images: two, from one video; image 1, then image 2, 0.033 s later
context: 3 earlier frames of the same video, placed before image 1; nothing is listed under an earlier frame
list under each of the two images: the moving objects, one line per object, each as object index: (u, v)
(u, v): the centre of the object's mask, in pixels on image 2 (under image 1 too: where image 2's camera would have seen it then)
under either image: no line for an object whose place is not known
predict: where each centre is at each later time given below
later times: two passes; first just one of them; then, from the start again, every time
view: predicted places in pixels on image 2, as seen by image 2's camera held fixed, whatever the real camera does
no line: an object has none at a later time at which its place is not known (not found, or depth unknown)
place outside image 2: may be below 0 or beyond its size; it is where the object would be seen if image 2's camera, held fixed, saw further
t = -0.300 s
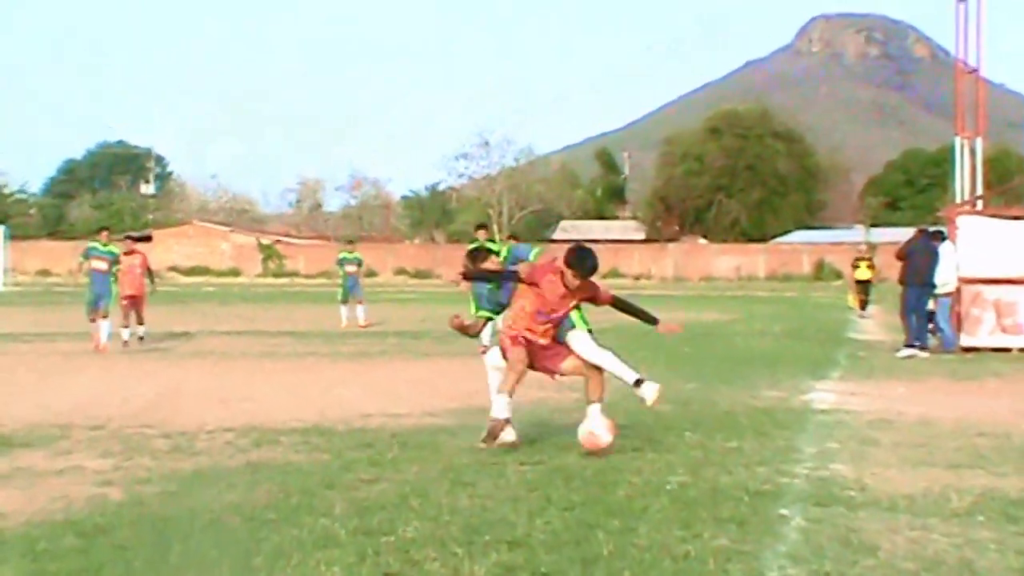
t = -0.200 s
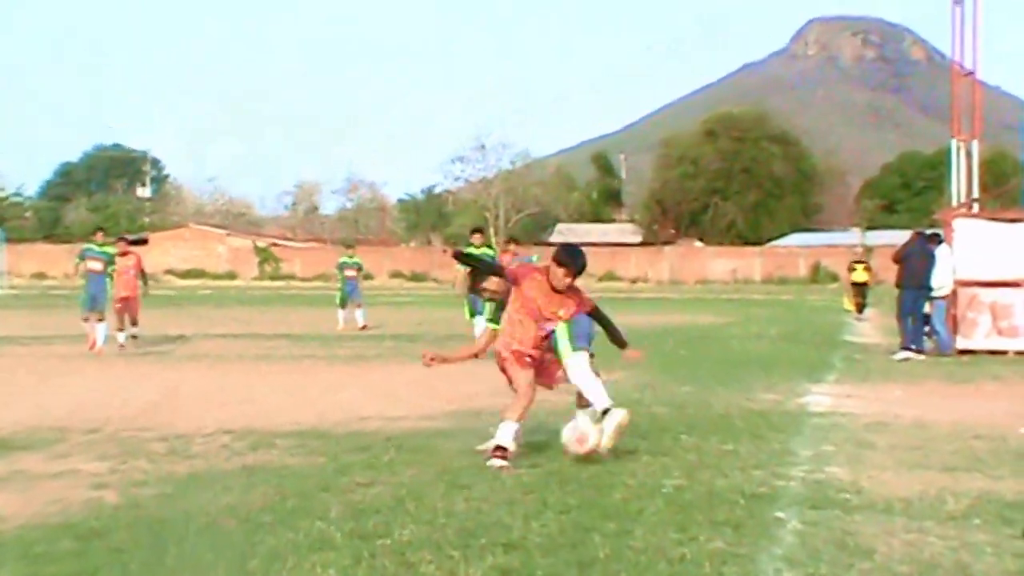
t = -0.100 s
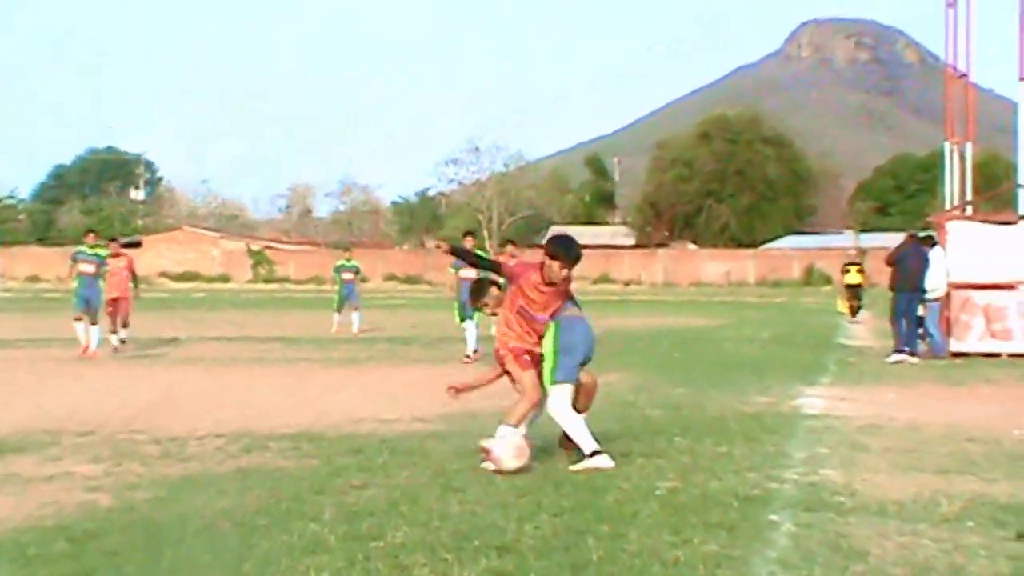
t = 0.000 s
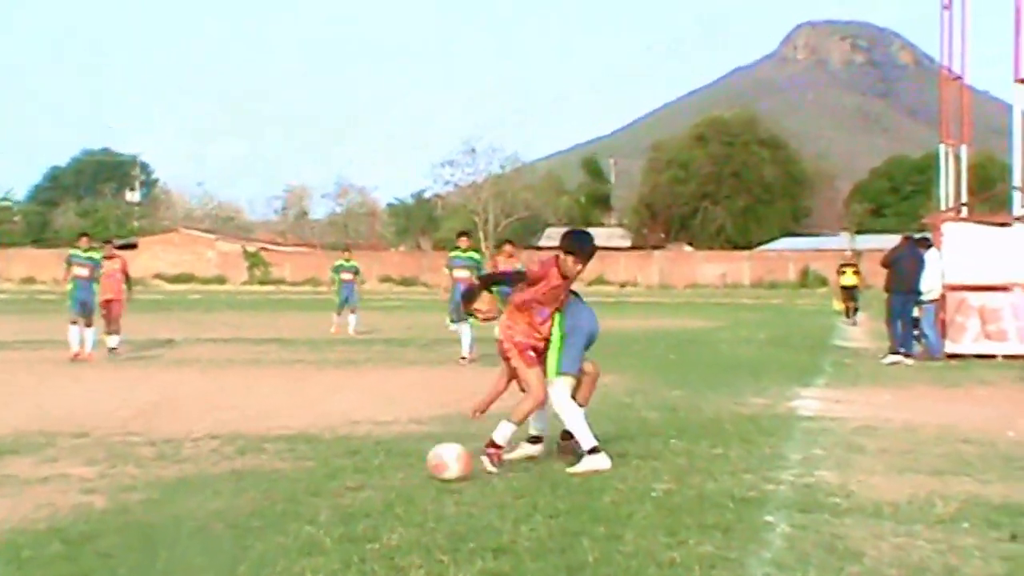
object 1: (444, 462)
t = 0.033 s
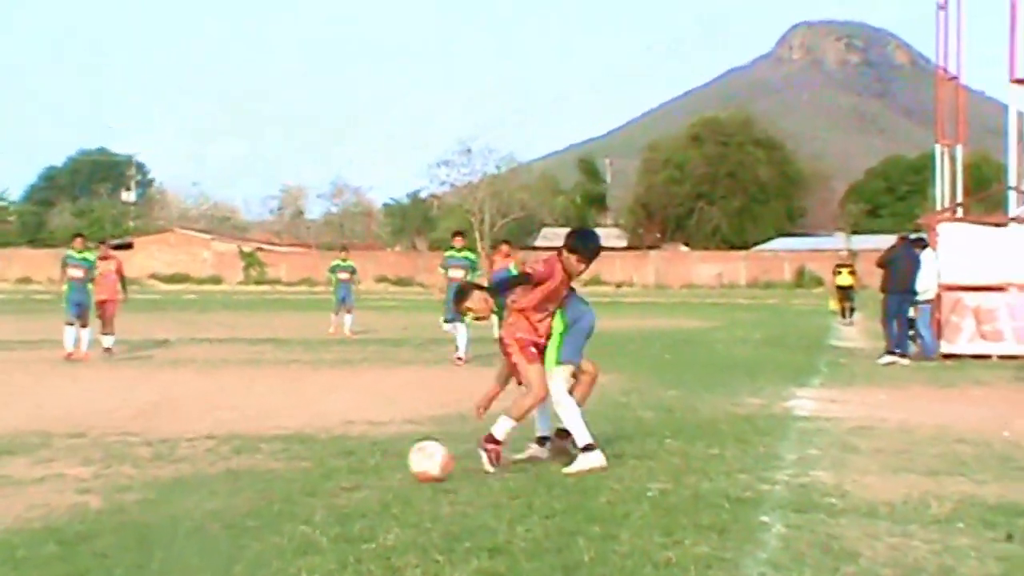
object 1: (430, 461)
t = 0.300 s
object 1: (308, 479)
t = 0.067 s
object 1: (411, 462)
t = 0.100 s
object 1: (394, 466)
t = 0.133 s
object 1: (379, 470)
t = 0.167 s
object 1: (365, 471)
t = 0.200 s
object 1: (350, 475)
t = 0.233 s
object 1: (337, 476)
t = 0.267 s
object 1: (322, 477)
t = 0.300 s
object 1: (308, 479)
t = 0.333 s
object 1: (294, 481)
